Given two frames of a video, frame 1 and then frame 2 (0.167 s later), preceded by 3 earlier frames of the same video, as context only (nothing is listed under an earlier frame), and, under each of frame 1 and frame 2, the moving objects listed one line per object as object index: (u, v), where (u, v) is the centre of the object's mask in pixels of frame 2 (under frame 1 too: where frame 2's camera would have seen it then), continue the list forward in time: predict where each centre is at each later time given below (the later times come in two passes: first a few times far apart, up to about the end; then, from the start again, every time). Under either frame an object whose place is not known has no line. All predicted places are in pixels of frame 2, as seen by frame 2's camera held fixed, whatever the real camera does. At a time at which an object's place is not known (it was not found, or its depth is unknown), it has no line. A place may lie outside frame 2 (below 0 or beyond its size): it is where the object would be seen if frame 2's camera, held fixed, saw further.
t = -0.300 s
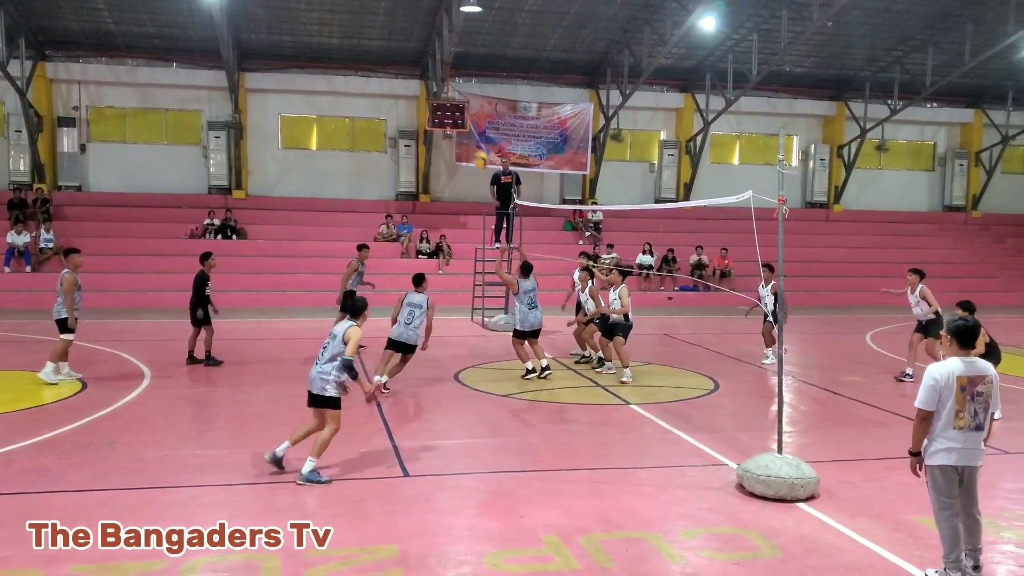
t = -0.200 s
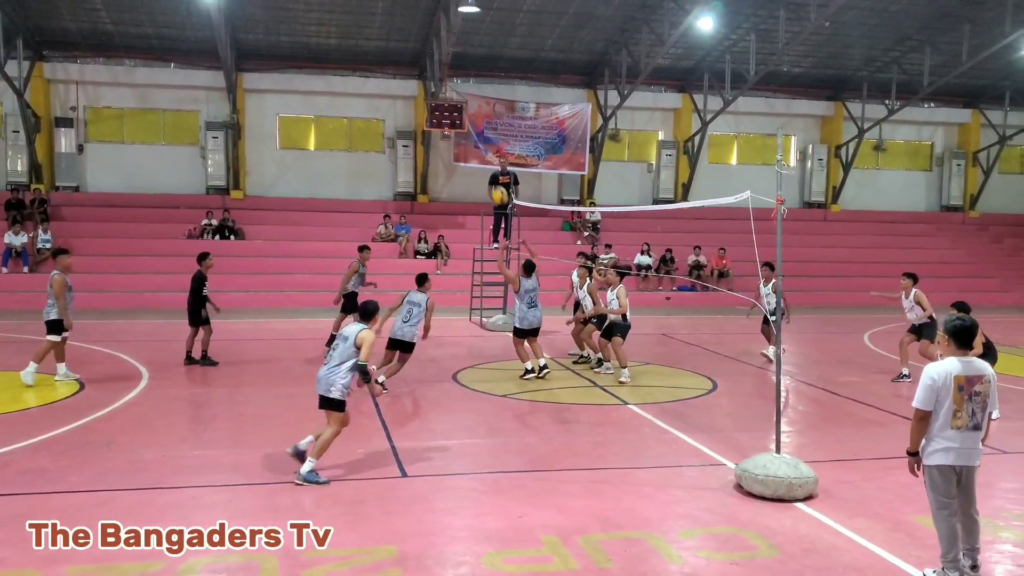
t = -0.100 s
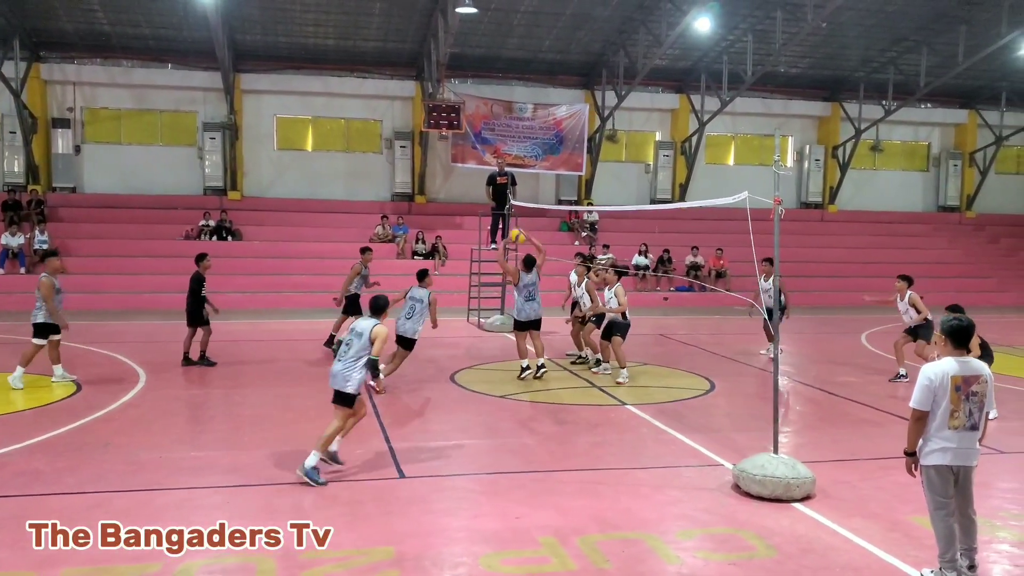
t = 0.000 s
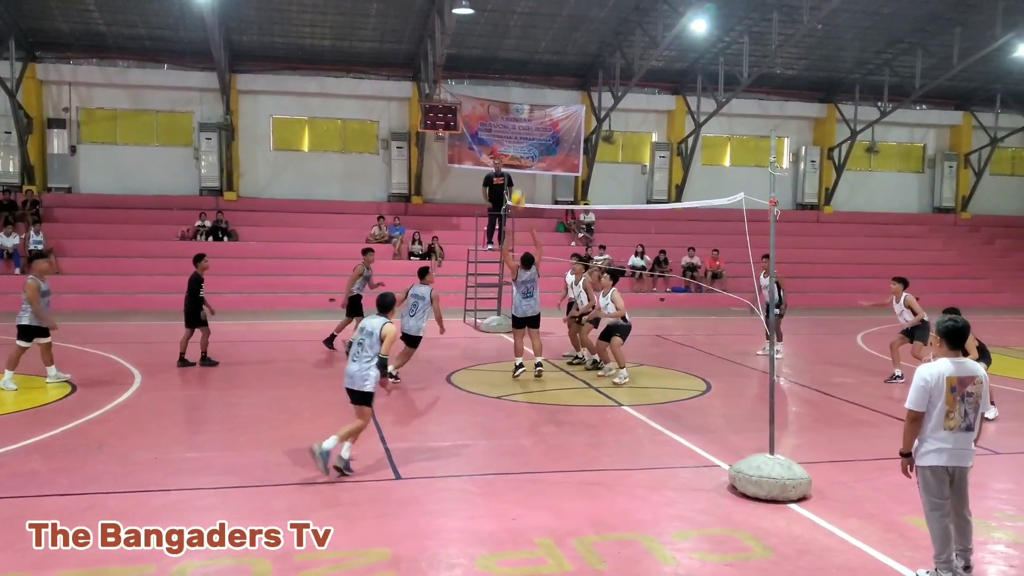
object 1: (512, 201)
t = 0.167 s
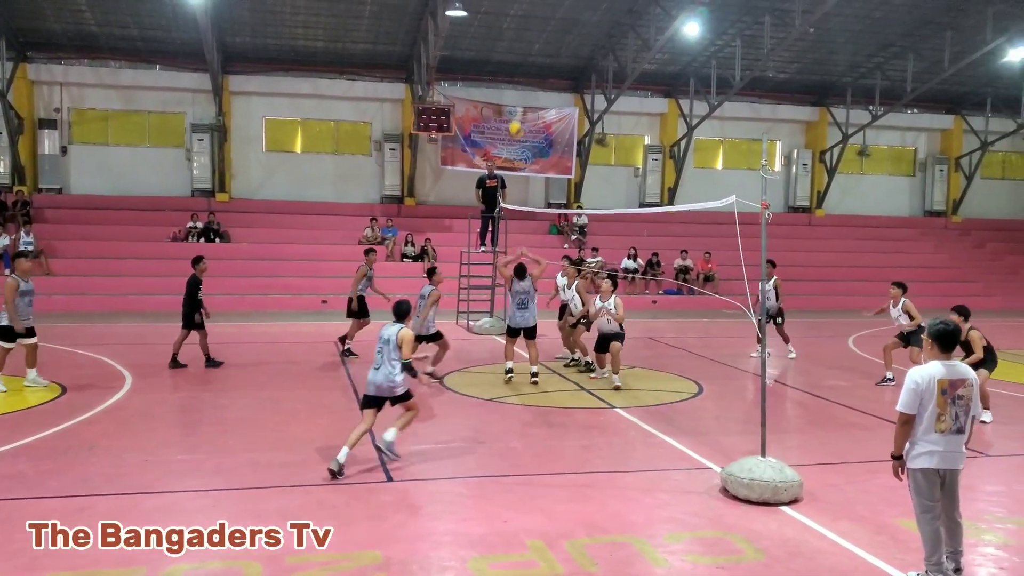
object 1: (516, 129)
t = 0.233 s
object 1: (516, 107)
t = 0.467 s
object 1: (517, 50)
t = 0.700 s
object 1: (518, 37)
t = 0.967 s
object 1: (519, 81)
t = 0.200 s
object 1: (515, 117)
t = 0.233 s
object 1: (516, 107)
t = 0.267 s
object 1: (516, 96)
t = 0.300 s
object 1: (516, 84)
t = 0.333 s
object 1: (516, 77)
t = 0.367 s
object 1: (516, 69)
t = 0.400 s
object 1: (517, 62)
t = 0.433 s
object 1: (517, 55)
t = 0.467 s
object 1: (517, 50)
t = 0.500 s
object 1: (517, 45)
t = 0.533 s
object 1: (517, 41)
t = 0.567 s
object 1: (518, 38)
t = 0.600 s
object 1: (518, 36)
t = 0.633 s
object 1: (518, 36)
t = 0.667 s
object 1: (518, 36)
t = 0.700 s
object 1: (518, 37)
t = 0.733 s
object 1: (518, 38)
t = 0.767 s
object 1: (518, 41)
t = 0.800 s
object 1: (518, 46)
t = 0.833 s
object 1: (519, 50)
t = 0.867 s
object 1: (519, 57)
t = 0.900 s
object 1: (519, 64)
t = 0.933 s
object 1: (518, 72)
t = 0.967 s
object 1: (519, 81)
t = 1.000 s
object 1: (519, 91)
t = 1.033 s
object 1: (518, 104)
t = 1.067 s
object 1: (518, 116)
